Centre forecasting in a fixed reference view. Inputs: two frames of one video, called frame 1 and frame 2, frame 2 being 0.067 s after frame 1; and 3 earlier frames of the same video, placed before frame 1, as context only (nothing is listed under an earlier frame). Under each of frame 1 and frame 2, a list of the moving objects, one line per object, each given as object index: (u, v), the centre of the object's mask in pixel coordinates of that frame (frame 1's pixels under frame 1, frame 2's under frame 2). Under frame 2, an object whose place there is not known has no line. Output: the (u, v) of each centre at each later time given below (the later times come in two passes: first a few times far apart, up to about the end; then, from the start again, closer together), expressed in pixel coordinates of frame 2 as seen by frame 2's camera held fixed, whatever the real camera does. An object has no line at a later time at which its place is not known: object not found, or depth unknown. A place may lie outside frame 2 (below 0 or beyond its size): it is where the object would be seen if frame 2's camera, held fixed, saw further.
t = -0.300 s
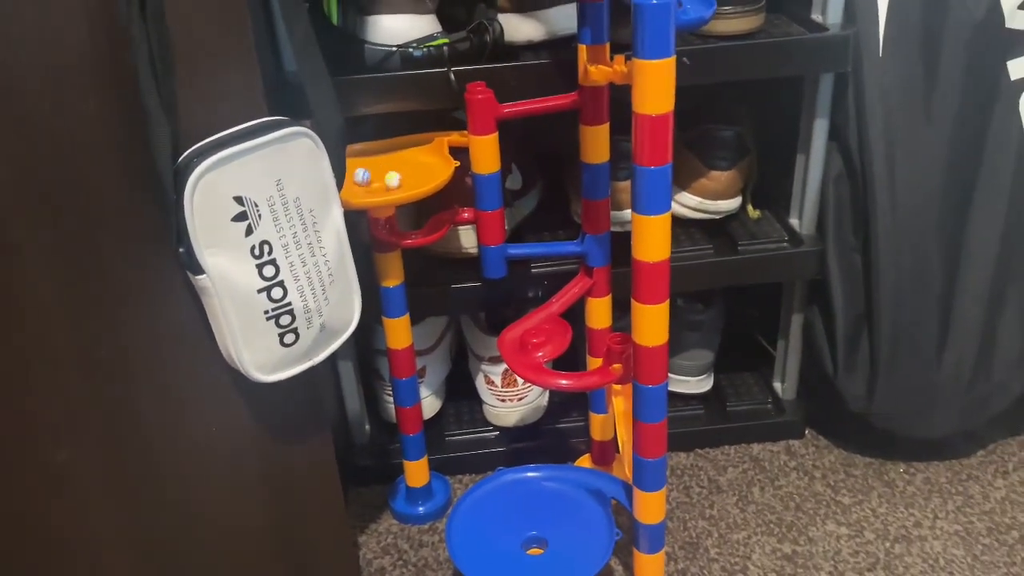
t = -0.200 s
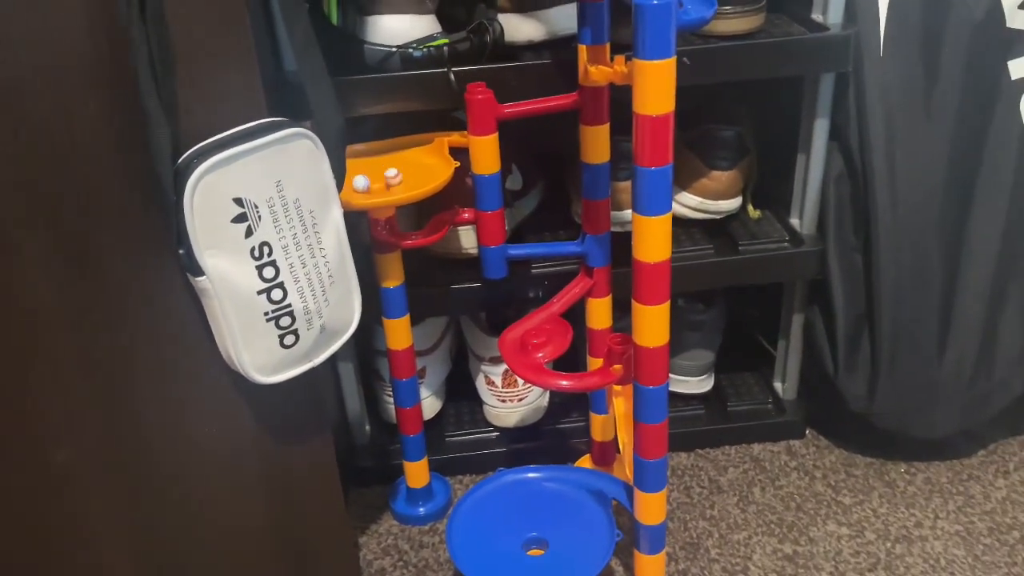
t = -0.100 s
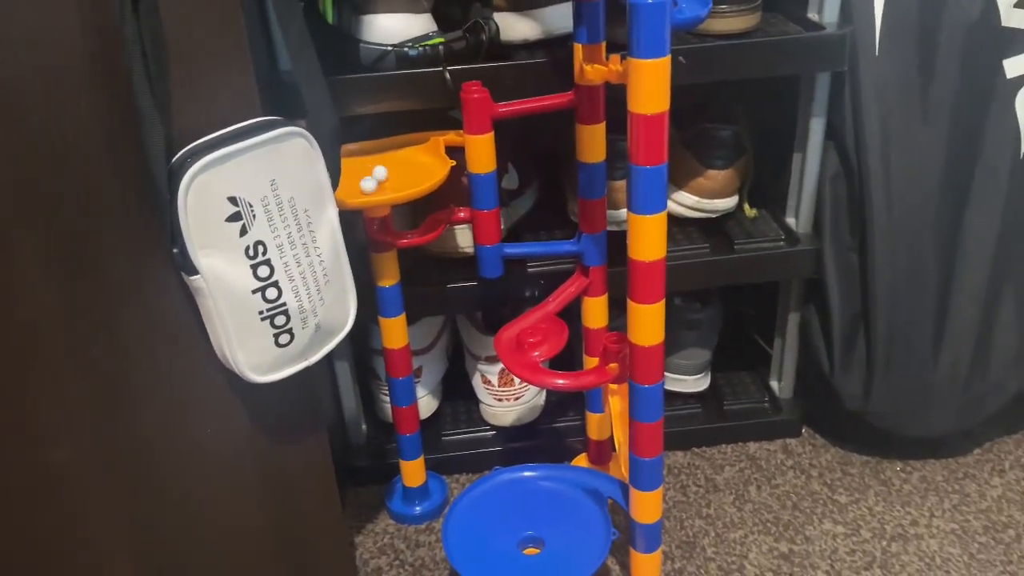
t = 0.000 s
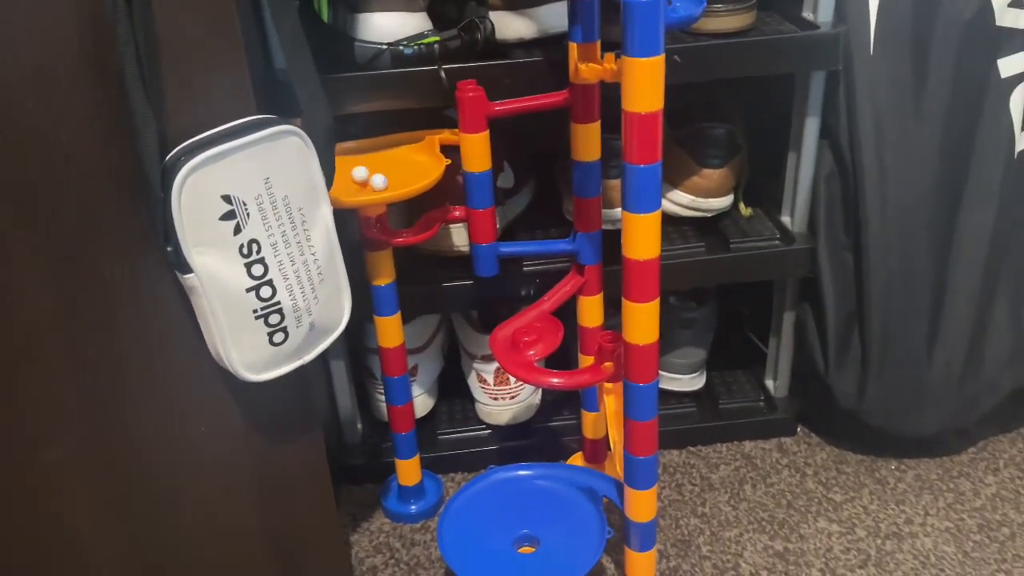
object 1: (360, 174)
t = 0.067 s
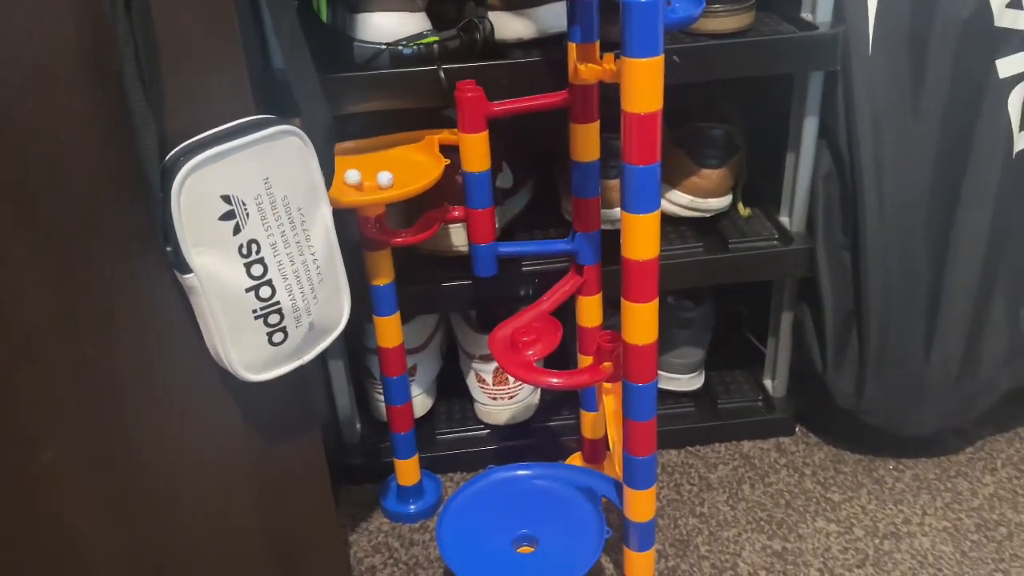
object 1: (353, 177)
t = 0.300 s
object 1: (369, 182)
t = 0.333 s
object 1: (372, 181)
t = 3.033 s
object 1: (615, 489)
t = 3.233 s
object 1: (552, 469)
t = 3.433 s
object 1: (467, 492)
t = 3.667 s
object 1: (469, 569)
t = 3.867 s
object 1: (565, 573)
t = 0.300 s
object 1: (369, 182)
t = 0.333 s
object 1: (372, 181)
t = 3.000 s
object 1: (618, 493)
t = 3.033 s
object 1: (615, 489)
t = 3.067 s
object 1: (608, 485)
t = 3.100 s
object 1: (600, 480)
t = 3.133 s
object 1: (590, 476)
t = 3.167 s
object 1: (578, 473)
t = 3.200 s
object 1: (566, 471)
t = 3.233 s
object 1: (552, 469)
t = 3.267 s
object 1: (536, 469)
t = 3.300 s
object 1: (521, 470)
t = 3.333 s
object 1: (505, 472)
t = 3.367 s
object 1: (490, 477)
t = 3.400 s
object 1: (477, 484)
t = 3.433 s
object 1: (467, 492)
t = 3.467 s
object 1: (458, 502)
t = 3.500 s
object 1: (451, 513)
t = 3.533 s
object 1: (448, 524)
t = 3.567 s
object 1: (448, 536)
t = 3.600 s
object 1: (451, 549)
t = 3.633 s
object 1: (458, 560)
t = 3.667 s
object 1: (469, 569)
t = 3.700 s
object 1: (482, 577)
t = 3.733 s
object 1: (498, 581)
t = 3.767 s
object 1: (516, 583)
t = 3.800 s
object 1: (533, 583)
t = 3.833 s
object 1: (550, 579)
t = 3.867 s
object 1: (565, 573)
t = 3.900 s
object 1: (577, 564)
